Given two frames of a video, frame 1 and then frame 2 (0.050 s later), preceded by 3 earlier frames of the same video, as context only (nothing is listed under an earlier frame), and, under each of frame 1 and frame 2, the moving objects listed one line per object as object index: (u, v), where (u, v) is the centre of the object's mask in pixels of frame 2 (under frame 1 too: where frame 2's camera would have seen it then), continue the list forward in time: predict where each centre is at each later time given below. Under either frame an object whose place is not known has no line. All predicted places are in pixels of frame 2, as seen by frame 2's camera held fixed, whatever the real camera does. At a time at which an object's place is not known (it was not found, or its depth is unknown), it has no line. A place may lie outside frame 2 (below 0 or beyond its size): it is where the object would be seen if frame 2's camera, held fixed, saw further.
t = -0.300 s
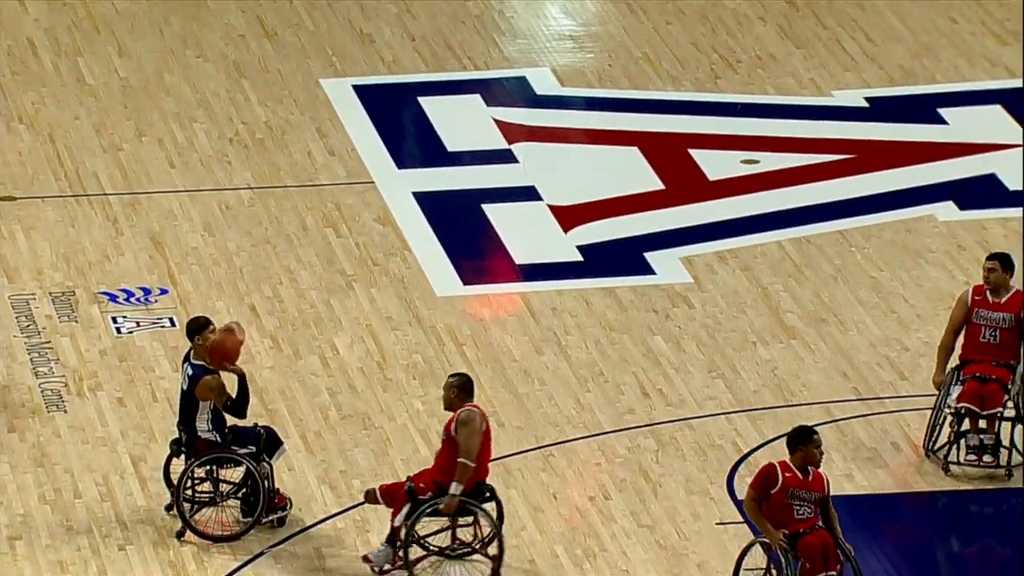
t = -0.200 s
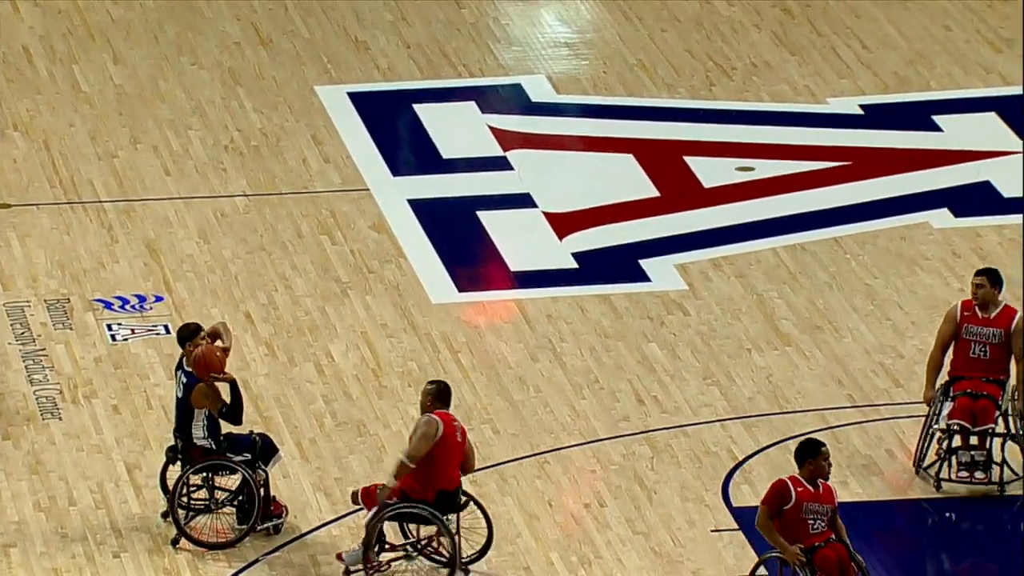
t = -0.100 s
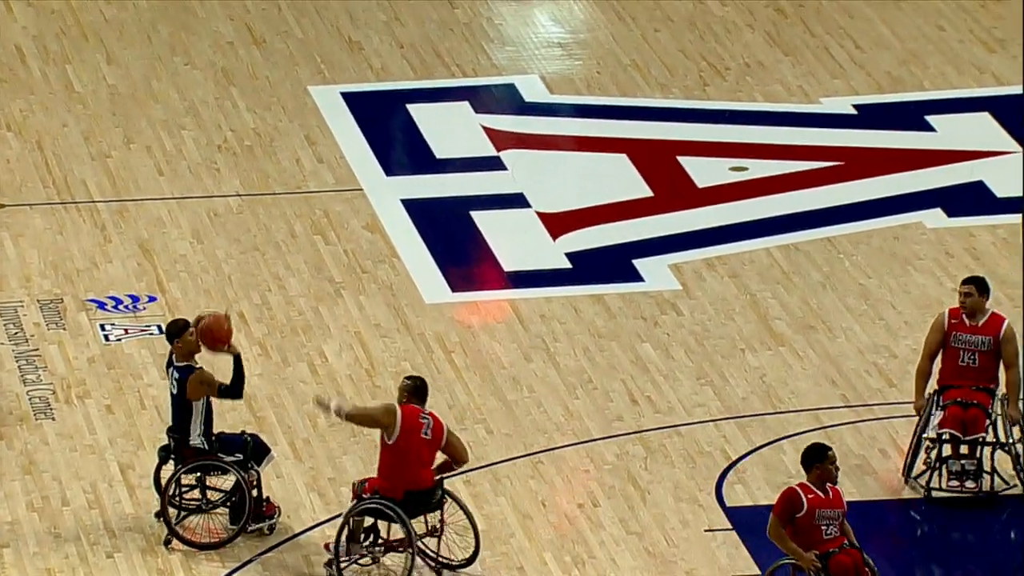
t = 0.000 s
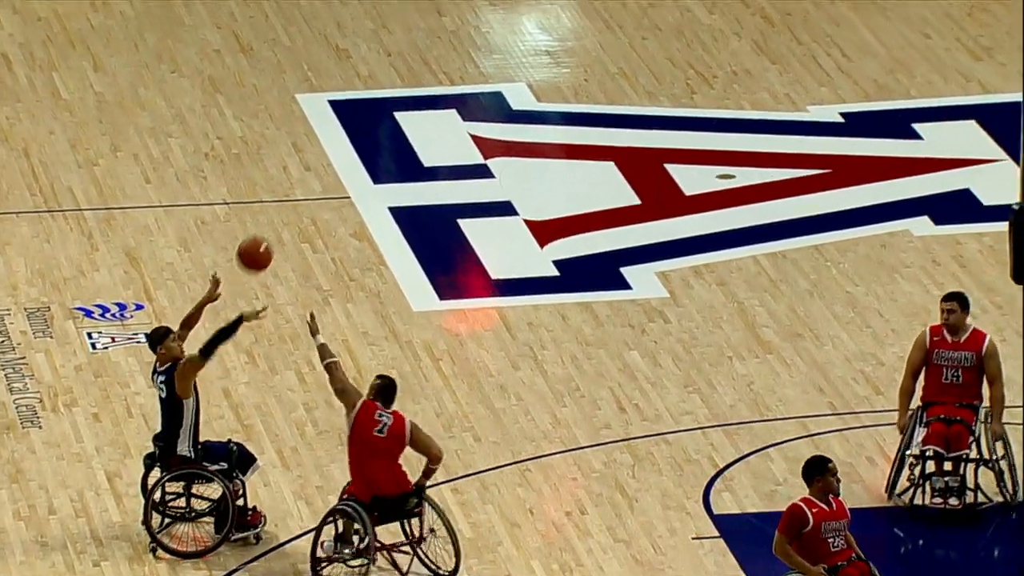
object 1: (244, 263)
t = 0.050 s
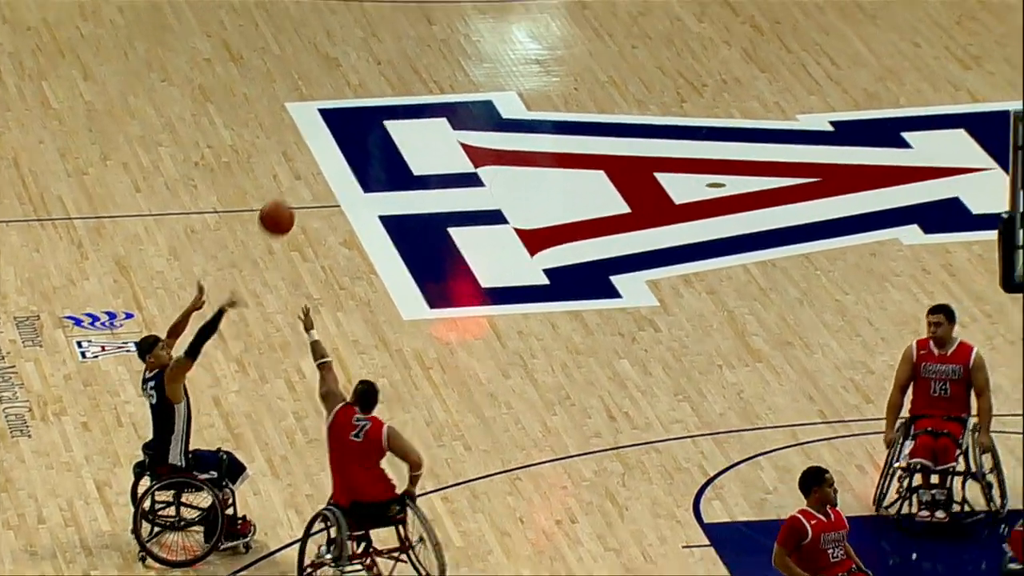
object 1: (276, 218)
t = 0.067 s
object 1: (287, 203)
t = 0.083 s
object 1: (298, 189)
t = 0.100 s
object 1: (309, 176)
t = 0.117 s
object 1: (320, 163)
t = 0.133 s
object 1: (332, 149)
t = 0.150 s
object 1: (342, 137)
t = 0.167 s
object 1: (353, 126)
